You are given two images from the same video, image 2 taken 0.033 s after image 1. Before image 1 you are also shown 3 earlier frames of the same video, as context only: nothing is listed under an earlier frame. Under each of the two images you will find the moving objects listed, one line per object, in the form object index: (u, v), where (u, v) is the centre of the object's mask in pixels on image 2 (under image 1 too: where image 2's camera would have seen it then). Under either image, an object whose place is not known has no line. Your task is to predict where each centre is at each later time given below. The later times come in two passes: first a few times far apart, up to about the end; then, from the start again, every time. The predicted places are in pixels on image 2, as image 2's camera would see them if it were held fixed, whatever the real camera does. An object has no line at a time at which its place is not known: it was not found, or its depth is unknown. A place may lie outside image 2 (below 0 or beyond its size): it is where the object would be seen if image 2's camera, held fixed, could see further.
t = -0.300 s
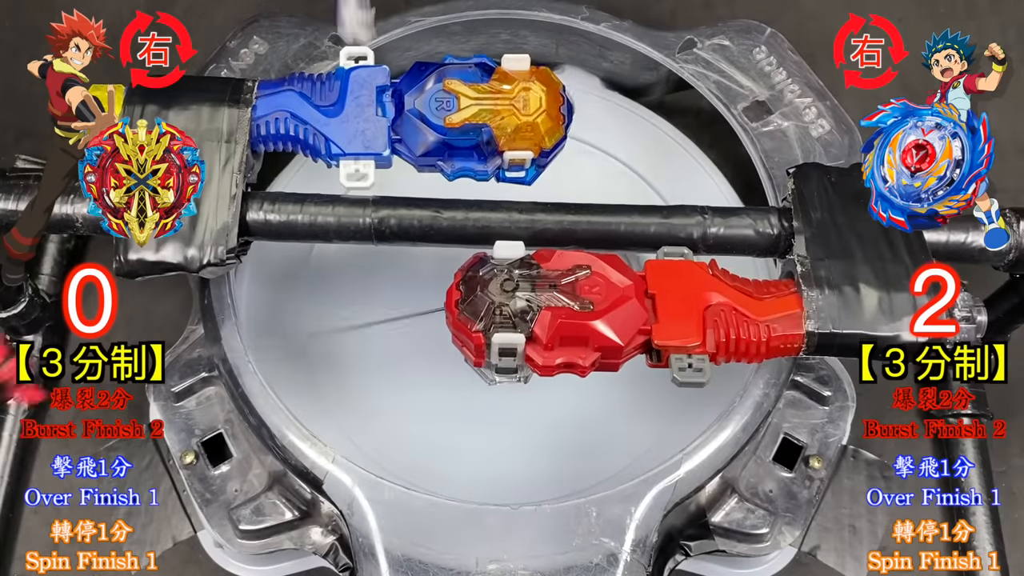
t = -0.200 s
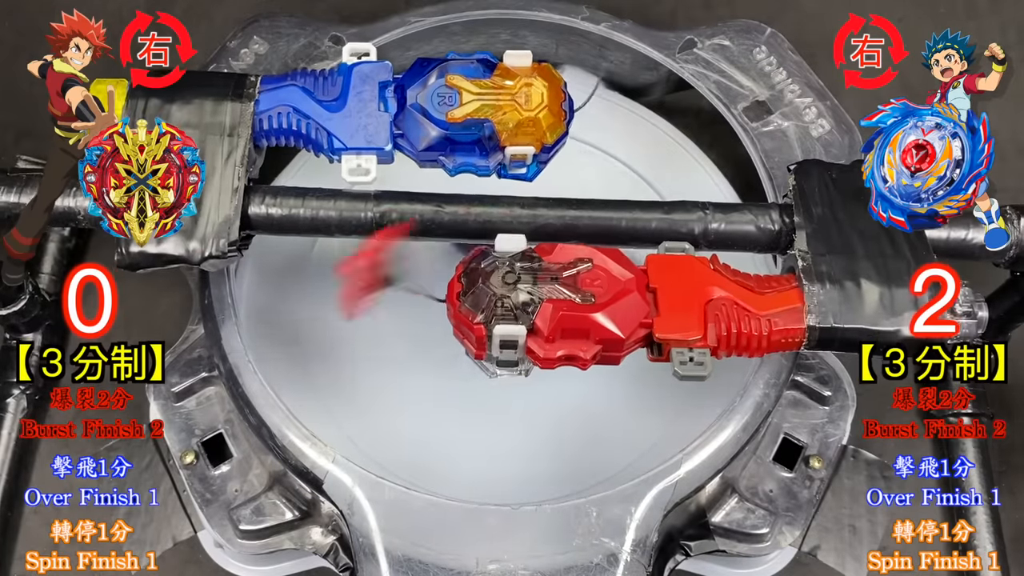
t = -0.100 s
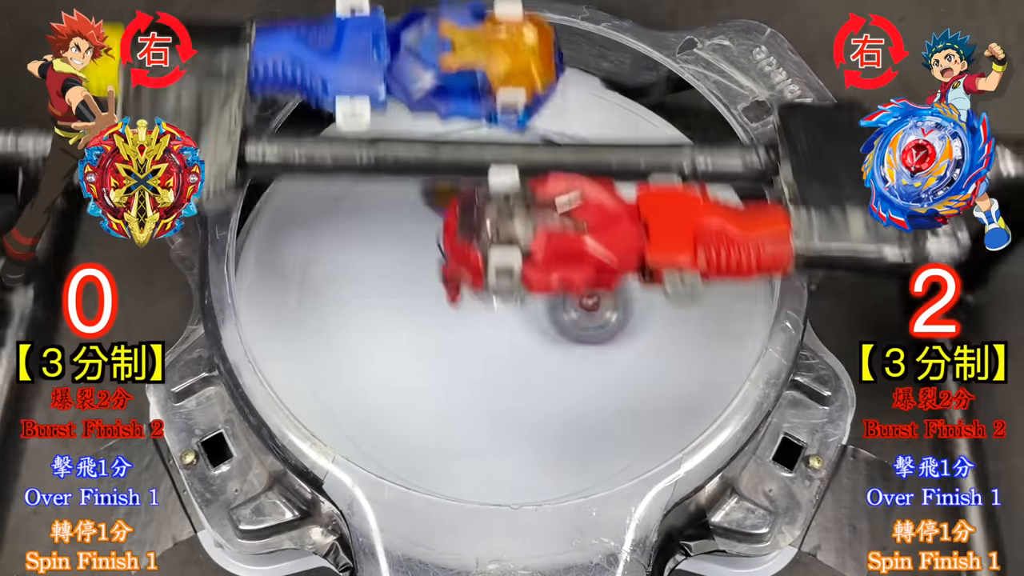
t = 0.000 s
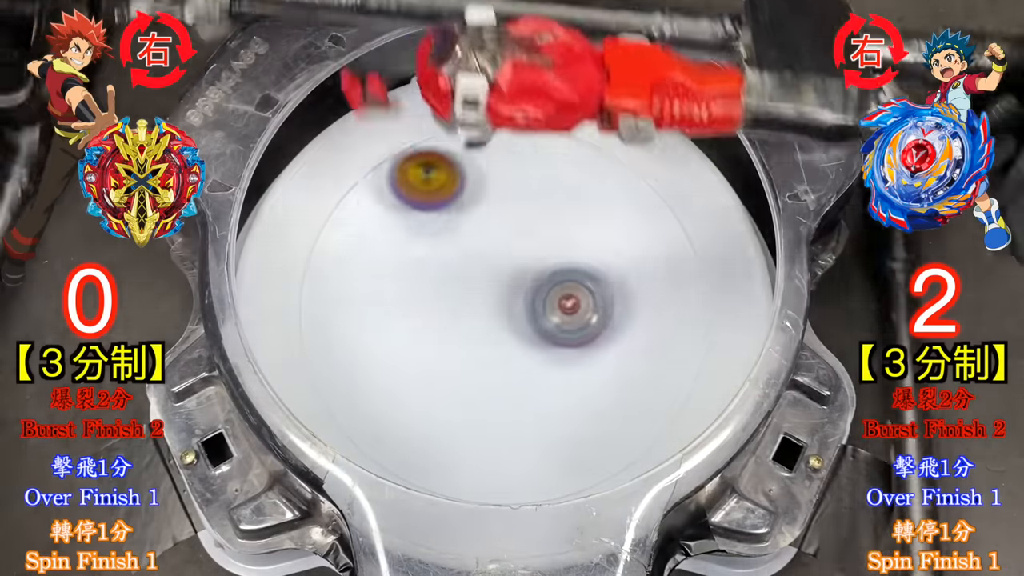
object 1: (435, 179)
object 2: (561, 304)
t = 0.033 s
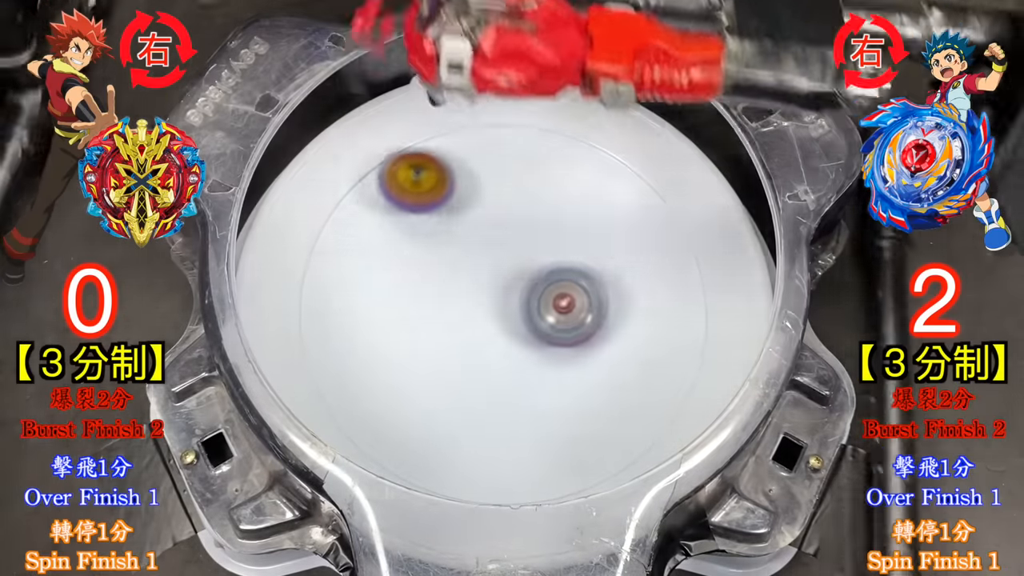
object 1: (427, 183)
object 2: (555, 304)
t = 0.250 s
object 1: (393, 291)
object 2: (554, 305)
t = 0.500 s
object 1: (502, 444)
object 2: (591, 298)
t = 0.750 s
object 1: (685, 232)
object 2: (548, 276)
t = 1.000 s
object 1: (410, 99)
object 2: (493, 358)
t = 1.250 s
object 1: (525, 345)
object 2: (605, 398)
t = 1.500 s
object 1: (499, 83)
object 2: (484, 182)
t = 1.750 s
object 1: (603, 181)
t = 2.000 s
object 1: (614, 379)
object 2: (627, 108)
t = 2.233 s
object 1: (515, 423)
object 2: (695, 396)
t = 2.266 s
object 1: (506, 408)
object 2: (666, 425)
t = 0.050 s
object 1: (423, 187)
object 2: (552, 304)
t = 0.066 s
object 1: (418, 193)
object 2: (551, 304)
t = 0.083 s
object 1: (414, 200)
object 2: (549, 305)
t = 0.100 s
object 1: (410, 206)
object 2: (549, 306)
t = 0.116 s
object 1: (407, 213)
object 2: (548, 306)
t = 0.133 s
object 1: (404, 220)
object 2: (548, 305)
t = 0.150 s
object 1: (402, 228)
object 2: (548, 304)
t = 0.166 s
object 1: (399, 237)
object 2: (548, 304)
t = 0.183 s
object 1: (397, 246)
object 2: (549, 304)
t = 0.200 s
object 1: (396, 257)
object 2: (549, 304)
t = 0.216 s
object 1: (395, 268)
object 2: (551, 304)
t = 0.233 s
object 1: (394, 279)
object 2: (552, 305)
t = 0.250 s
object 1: (393, 291)
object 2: (554, 305)
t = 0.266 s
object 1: (393, 303)
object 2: (557, 306)
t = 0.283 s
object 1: (391, 315)
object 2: (559, 306)
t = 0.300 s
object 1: (391, 326)
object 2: (563, 306)
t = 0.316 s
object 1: (390, 340)
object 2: (565, 307)
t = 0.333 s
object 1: (392, 354)
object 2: (568, 307)
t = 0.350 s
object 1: (395, 368)
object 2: (572, 307)
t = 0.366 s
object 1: (400, 382)
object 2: (575, 307)
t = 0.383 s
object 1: (406, 395)
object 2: (578, 307)
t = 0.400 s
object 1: (415, 408)
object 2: (582, 307)
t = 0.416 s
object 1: (424, 418)
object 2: (584, 306)
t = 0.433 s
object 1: (436, 429)
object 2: (587, 304)
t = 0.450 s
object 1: (450, 435)
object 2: (588, 303)
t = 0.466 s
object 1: (466, 441)
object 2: (590, 301)
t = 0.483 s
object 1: (484, 444)
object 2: (591, 300)
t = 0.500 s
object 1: (502, 444)
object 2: (591, 298)
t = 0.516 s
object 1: (521, 443)
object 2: (592, 296)
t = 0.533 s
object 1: (540, 439)
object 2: (592, 293)
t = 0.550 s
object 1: (558, 432)
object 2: (592, 291)
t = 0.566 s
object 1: (578, 424)
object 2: (592, 287)
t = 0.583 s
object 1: (594, 413)
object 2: (590, 285)
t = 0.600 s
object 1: (611, 400)
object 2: (588, 282)
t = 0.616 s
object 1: (627, 385)
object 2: (585, 279)
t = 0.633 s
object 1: (641, 369)
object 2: (582, 277)
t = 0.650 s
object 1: (654, 352)
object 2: (578, 276)
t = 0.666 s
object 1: (662, 332)
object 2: (575, 275)
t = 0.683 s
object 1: (671, 313)
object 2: (570, 274)
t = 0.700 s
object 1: (677, 293)
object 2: (565, 273)
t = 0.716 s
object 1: (681, 273)
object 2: (560, 273)
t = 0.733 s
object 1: (684, 253)
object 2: (555, 274)
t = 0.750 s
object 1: (685, 232)
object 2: (548, 276)
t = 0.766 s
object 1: (683, 211)
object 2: (541, 278)
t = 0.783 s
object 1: (679, 190)
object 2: (536, 281)
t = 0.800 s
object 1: (668, 174)
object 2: (529, 285)
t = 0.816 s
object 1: (654, 158)
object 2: (523, 289)
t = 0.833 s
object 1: (639, 145)
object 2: (518, 294)
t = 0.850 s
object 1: (624, 131)
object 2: (512, 300)
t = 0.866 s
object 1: (608, 117)
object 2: (508, 306)
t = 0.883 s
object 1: (590, 102)
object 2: (504, 312)
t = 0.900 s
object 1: (571, 91)
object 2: (500, 318)
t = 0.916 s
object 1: (546, 89)
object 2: (497, 325)
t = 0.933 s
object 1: (519, 88)
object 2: (495, 331)
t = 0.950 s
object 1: (494, 86)
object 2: (493, 338)
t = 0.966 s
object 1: (467, 85)
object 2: (493, 345)
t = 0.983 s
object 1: (439, 87)
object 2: (492, 351)
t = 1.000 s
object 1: (410, 99)
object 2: (493, 358)
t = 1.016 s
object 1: (381, 114)
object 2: (495, 364)
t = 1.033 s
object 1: (352, 129)
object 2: (497, 369)
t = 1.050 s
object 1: (322, 144)
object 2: (500, 374)
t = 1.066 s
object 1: (298, 162)
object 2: (503, 379)
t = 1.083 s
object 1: (279, 184)
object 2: (509, 383)
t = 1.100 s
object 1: (267, 212)
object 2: (513, 387)
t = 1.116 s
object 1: (260, 240)
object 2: (520, 390)
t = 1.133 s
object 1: (284, 255)
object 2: (527, 391)
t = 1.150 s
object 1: (330, 277)
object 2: (534, 393)
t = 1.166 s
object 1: (367, 297)
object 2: (543, 393)
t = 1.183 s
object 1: (401, 312)
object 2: (550, 393)
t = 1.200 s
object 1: (435, 328)
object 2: (557, 392)
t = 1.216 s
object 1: (471, 343)
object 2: (569, 389)
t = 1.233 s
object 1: (504, 350)
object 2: (580, 386)
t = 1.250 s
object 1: (525, 345)
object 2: (605, 398)
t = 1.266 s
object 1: (527, 316)
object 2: (631, 419)
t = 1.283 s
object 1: (531, 293)
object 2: (672, 423)
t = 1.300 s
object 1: (527, 267)
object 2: (680, 413)
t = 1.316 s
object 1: (530, 243)
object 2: (674, 394)
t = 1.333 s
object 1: (529, 222)
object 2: (655, 368)
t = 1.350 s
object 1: (530, 198)
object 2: (638, 345)
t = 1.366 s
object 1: (531, 178)
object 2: (621, 323)
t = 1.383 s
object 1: (527, 155)
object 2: (598, 304)
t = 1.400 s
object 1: (526, 133)
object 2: (580, 292)
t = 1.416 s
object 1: (523, 117)
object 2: (563, 270)
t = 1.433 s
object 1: (518, 105)
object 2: (544, 249)
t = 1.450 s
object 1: (514, 96)
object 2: (529, 231)
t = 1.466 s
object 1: (508, 89)
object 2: (512, 216)
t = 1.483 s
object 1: (503, 85)
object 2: (499, 198)
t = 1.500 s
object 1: (499, 83)
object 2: (484, 182)
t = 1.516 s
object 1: (493, 82)
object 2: (470, 167)
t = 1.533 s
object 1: (488, 80)
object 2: (457, 155)
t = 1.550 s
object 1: (484, 78)
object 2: (440, 146)
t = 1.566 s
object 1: (496, 71)
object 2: (416, 146)
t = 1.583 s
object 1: (507, 71)
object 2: (386, 142)
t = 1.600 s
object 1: (520, 76)
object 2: (361, 141)
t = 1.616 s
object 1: (530, 82)
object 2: (334, 141)
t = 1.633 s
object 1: (542, 90)
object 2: (313, 144)
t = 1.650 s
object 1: (556, 101)
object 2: (296, 150)
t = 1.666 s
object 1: (569, 116)
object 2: (285, 158)
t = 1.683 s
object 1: (575, 136)
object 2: (276, 165)
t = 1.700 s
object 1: (583, 149)
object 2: (265, 176)
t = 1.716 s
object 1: (591, 154)
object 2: (256, 188)
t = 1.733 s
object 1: (599, 165)
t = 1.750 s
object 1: (603, 181)
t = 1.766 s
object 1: (609, 193)
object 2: (254, 197)
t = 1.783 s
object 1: (615, 209)
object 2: (270, 167)
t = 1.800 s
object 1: (620, 228)
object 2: (290, 145)
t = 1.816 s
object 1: (624, 244)
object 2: (312, 128)
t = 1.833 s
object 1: (623, 255)
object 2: (339, 112)
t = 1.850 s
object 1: (631, 267)
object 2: (370, 103)
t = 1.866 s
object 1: (632, 281)
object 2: (403, 101)
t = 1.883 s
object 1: (632, 299)
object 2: (437, 106)
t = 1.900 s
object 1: (632, 313)
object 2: (470, 115)
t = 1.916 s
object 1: (630, 323)
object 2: (498, 119)
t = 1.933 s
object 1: (628, 334)
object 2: (524, 121)
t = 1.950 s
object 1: (626, 346)
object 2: (550, 115)
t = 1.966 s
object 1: (621, 361)
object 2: (577, 111)
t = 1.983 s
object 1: (618, 373)
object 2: (602, 107)
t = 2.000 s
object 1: (614, 379)
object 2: (627, 108)
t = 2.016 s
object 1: (607, 385)
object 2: (642, 127)
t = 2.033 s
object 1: (602, 392)
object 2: (657, 149)
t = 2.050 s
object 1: (595, 401)
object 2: (668, 175)
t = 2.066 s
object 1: (586, 412)
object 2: (680, 199)
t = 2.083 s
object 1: (577, 422)
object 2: (690, 215)
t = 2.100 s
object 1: (571, 425)
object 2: (698, 234)
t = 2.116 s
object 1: (562, 426)
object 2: (705, 253)
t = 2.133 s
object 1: (554, 429)
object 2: (712, 277)
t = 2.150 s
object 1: (545, 432)
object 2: (716, 301)
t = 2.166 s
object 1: (543, 428)
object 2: (718, 323)
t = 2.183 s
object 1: (539, 426)
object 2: (716, 342)
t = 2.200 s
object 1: (533, 425)
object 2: (710, 364)
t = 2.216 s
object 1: (524, 425)
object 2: (705, 380)
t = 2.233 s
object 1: (515, 423)
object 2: (695, 396)
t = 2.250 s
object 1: (510, 415)
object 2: (682, 410)
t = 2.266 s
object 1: (506, 408)
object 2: (666, 425)
